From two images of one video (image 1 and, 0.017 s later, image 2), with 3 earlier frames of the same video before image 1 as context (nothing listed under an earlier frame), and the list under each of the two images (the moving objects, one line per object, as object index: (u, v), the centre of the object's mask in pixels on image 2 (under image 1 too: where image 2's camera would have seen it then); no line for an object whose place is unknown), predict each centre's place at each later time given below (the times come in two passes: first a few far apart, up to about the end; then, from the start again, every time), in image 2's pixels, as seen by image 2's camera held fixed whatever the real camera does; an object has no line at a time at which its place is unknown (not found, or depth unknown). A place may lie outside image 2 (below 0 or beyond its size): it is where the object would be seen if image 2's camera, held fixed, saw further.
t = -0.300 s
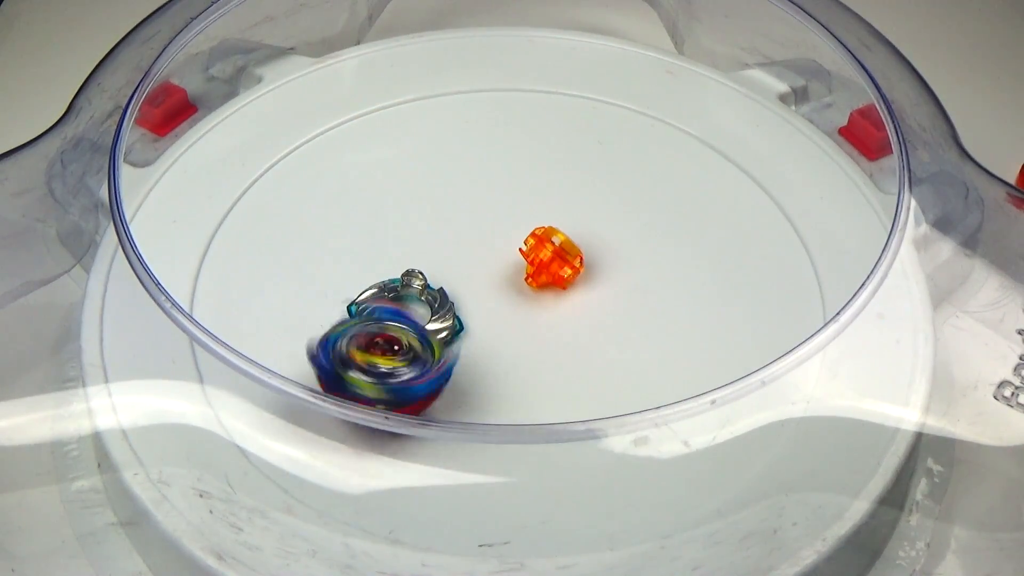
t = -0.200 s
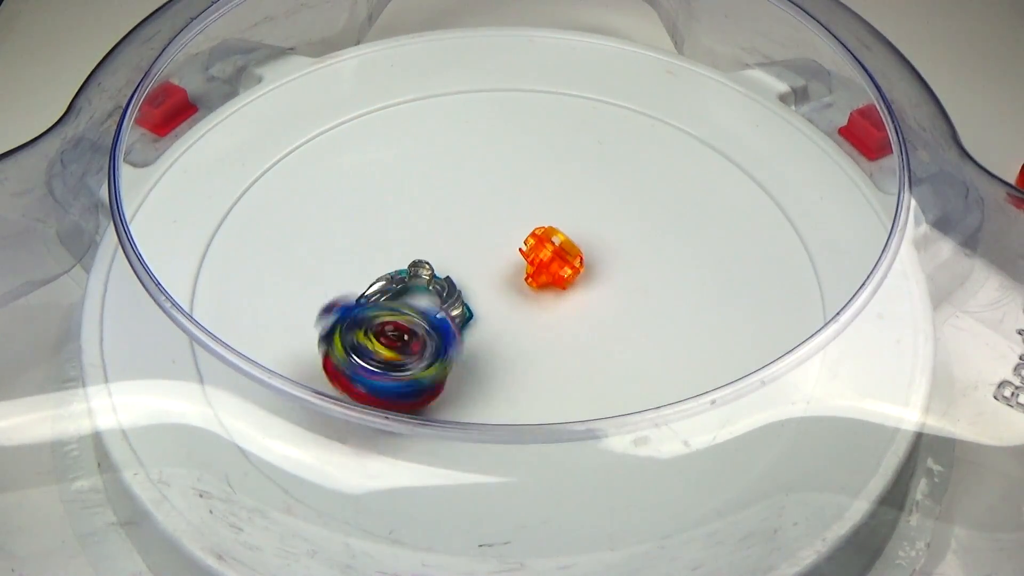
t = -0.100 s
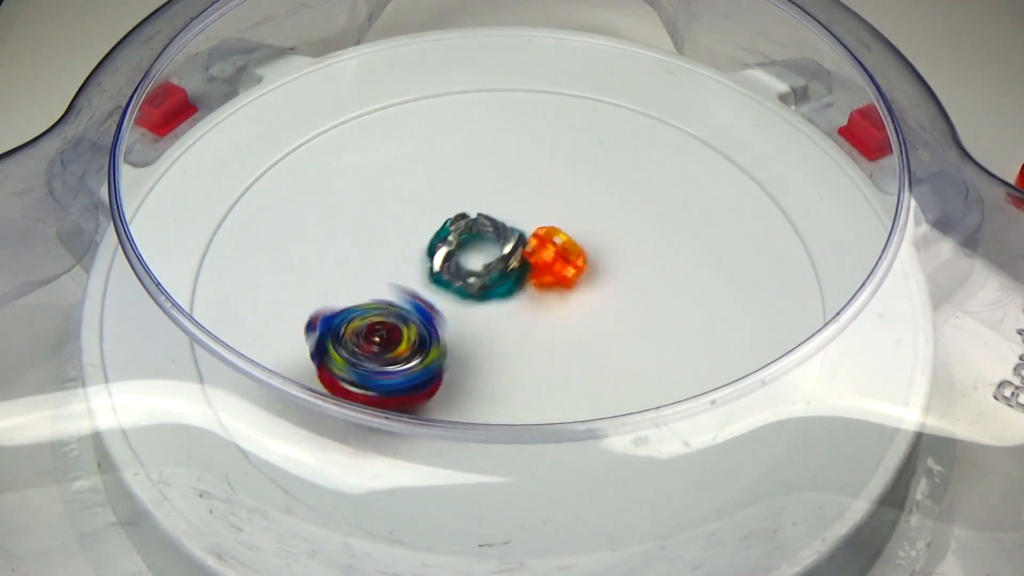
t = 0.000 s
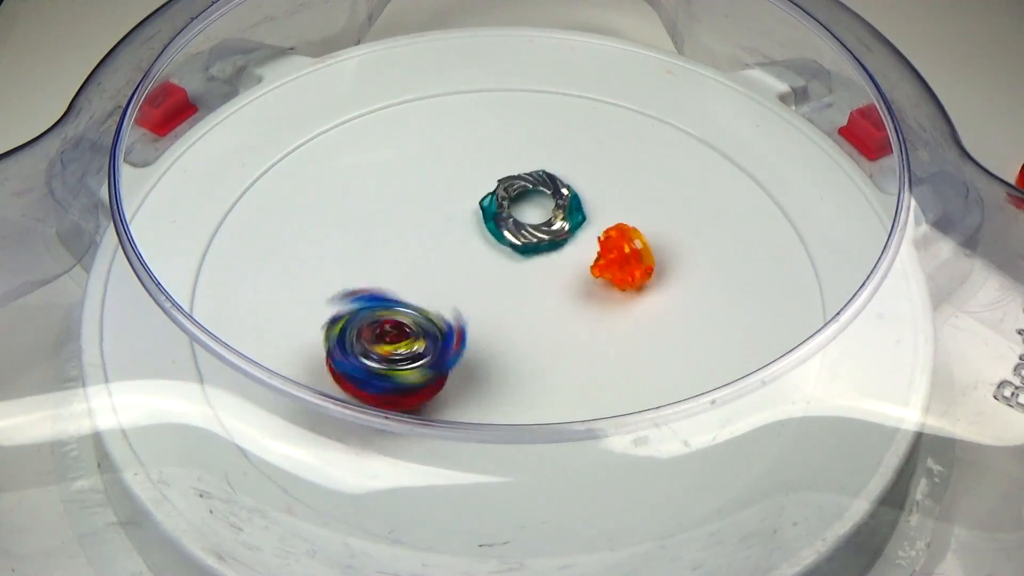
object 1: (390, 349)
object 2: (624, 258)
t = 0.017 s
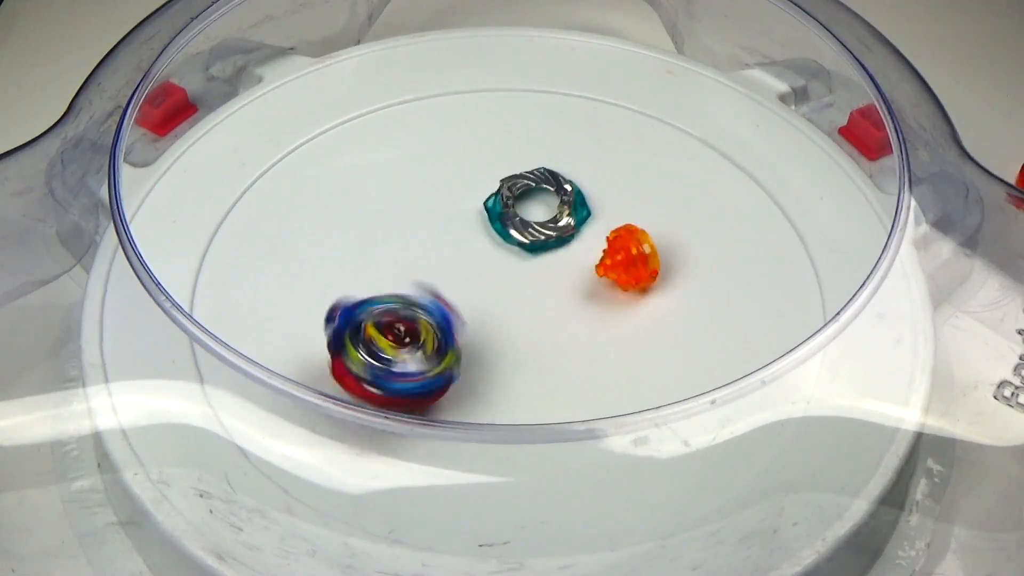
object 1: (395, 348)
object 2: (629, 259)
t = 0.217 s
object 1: (463, 303)
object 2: (619, 290)
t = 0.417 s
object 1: (518, 267)
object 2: (647, 324)
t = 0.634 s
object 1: (570, 230)
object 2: (625, 335)
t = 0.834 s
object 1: (562, 253)
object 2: (571, 356)
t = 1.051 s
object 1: (537, 301)
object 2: (517, 395)
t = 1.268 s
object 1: (545, 310)
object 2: (438, 409)
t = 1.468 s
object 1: (523, 294)
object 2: (456, 364)
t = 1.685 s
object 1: (491, 272)
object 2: (408, 327)
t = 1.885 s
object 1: (478, 265)
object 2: (353, 288)
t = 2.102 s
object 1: (502, 268)
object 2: (341, 235)
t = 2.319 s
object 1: (534, 280)
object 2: (455, 246)
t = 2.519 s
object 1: (544, 299)
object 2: (482, 250)
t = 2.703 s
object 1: (534, 309)
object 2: (477, 253)
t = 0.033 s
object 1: (400, 346)
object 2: (634, 260)
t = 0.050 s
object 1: (403, 343)
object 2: (637, 262)
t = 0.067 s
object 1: (410, 340)
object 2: (640, 264)
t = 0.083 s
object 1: (416, 336)
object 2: (642, 266)
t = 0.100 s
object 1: (422, 332)
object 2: (643, 269)
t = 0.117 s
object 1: (429, 328)
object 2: (642, 272)
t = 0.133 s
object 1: (434, 323)
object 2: (640, 275)
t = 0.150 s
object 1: (441, 319)
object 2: (636, 278)
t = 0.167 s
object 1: (445, 314)
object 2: (633, 281)
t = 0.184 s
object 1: (452, 311)
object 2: (629, 284)
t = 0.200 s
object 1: (457, 306)
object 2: (625, 288)
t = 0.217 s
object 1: (463, 303)
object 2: (619, 290)
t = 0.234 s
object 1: (468, 300)
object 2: (613, 292)
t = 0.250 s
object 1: (472, 296)
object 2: (605, 295)
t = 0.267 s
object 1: (479, 294)
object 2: (598, 297)
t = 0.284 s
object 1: (483, 290)
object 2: (592, 298)
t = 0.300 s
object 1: (490, 289)
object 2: (585, 299)
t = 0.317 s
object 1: (494, 284)
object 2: (587, 301)
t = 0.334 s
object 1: (494, 282)
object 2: (596, 300)
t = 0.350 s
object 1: (500, 278)
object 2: (606, 305)
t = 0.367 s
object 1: (503, 275)
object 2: (617, 307)
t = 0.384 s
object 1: (509, 272)
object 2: (628, 315)
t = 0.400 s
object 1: (511, 270)
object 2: (639, 323)
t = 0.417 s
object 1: (518, 267)
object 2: (647, 324)
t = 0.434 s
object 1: (521, 264)
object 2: (654, 322)
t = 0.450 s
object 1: (528, 262)
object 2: (660, 324)
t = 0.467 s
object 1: (533, 258)
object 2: (665, 330)
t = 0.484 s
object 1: (539, 255)
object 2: (666, 330)
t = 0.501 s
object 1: (544, 253)
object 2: (666, 335)
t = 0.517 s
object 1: (546, 248)
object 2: (664, 336)
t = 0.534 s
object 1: (553, 245)
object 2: (659, 336)
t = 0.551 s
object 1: (555, 242)
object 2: (653, 337)
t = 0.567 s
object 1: (562, 241)
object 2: (648, 337)
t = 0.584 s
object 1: (564, 237)
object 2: (642, 338)
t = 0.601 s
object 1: (568, 234)
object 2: (636, 338)
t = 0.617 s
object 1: (570, 231)
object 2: (631, 337)
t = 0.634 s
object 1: (570, 230)
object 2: (625, 335)
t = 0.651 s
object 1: (571, 229)
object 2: (620, 333)
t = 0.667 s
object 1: (572, 230)
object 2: (615, 332)
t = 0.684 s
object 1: (571, 233)
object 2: (610, 331)
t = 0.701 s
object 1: (570, 234)
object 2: (605, 330)
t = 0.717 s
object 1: (571, 236)
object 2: (600, 329)
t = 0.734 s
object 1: (571, 239)
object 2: (596, 328)
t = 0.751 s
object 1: (570, 240)
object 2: (593, 328)
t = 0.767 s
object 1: (568, 243)
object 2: (590, 327)
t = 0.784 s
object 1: (568, 247)
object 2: (586, 328)
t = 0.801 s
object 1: (566, 250)
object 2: (582, 335)
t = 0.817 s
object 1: (566, 251)
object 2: (577, 345)
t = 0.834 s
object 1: (562, 253)
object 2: (571, 356)
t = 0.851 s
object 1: (559, 255)
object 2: (566, 366)
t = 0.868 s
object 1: (558, 258)
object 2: (561, 376)
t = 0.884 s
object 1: (555, 261)
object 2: (556, 384)
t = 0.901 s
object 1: (552, 265)
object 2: (551, 389)
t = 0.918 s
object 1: (547, 268)
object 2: (546, 394)
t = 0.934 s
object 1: (547, 272)
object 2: (541, 396)
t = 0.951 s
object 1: (543, 276)
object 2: (537, 398)
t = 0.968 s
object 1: (544, 279)
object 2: (532, 399)
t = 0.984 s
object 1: (540, 285)
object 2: (528, 399)
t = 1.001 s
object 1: (540, 288)
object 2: (524, 398)
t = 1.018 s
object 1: (537, 293)
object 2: (521, 397)
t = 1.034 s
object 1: (539, 296)
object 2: (519, 396)
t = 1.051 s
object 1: (537, 301)
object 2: (517, 395)
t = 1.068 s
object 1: (539, 303)
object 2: (516, 393)
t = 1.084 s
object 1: (540, 307)
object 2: (509, 394)
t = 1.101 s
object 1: (542, 309)
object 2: (498, 395)
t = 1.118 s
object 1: (542, 311)
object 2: (488, 400)
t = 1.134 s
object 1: (544, 310)
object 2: (478, 404)
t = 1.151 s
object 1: (546, 311)
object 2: (470, 403)
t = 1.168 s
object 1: (545, 311)
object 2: (463, 404)
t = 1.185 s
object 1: (546, 310)
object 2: (457, 415)
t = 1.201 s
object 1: (545, 311)
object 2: (451, 421)
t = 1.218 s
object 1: (547, 311)
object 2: (447, 420)
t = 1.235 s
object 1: (545, 311)
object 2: (444, 420)
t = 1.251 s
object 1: (545, 310)
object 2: (440, 419)
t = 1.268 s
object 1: (545, 310)
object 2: (438, 409)
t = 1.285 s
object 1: (545, 308)
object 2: (437, 400)
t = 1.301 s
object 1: (546, 308)
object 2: (436, 398)
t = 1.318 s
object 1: (542, 306)
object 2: (435, 397)
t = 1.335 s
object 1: (541, 305)
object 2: (436, 395)
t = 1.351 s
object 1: (540, 304)
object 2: (439, 393)
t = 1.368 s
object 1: (539, 303)
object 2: (442, 390)
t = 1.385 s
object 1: (536, 302)
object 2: (445, 387)
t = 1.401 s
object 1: (534, 299)
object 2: (449, 382)
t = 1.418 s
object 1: (534, 299)
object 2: (452, 377)
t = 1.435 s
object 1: (531, 297)
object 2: (455, 372)
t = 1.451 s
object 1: (528, 296)
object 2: (458, 368)
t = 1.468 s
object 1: (523, 294)
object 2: (456, 364)
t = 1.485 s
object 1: (523, 292)
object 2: (452, 361)
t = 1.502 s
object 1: (520, 289)
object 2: (449, 358)
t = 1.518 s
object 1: (517, 288)
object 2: (446, 357)
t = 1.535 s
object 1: (513, 287)
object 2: (442, 355)
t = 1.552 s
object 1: (508, 285)
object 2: (440, 353)
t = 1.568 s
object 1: (506, 283)
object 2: (438, 349)
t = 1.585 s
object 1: (502, 283)
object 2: (432, 345)
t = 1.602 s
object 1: (503, 280)
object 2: (424, 342)
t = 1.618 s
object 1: (500, 279)
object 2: (418, 339)
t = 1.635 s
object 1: (497, 277)
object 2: (414, 336)
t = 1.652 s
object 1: (496, 275)
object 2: (411, 334)
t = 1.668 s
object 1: (491, 275)
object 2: (410, 330)
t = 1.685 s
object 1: (491, 272)
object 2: (408, 327)
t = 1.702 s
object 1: (486, 272)
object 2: (408, 325)
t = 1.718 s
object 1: (485, 269)
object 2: (403, 323)
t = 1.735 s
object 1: (484, 268)
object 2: (397, 322)
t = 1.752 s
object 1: (481, 268)
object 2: (393, 320)
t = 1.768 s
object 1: (481, 266)
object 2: (389, 317)
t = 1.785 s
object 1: (478, 267)
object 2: (387, 314)
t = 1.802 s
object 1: (477, 266)
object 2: (386, 310)
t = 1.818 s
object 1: (477, 265)
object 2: (387, 309)
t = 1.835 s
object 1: (474, 265)
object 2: (389, 307)
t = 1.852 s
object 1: (476, 265)
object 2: (382, 303)
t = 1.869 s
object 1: (477, 265)
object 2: (366, 295)
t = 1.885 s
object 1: (478, 265)
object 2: (353, 288)
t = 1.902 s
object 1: (482, 264)
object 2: (342, 281)
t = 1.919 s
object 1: (481, 265)
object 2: (332, 276)
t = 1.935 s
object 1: (483, 264)
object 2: (325, 268)
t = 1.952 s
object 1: (484, 265)
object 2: (319, 265)
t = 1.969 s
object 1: (486, 264)
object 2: (316, 259)
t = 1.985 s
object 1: (489, 265)
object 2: (315, 256)
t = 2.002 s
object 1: (491, 266)
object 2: (314, 250)
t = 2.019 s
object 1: (491, 265)
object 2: (317, 247)
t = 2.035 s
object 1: (493, 266)
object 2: (319, 244)
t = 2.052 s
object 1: (494, 267)
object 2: (323, 241)
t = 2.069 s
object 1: (497, 267)
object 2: (328, 237)
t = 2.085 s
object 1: (502, 268)
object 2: (333, 234)
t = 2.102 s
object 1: (502, 268)
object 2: (341, 235)
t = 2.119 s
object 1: (504, 268)
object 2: (349, 235)
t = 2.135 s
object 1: (506, 269)
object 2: (360, 235)
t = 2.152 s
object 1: (507, 269)
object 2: (370, 236)
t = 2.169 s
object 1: (512, 271)
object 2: (382, 237)
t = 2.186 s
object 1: (515, 271)
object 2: (392, 238)
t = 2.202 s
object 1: (516, 272)
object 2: (402, 241)
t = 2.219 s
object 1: (519, 273)
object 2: (414, 245)
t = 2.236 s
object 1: (518, 273)
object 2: (425, 247)
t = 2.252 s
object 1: (520, 275)
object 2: (434, 248)
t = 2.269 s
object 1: (524, 275)
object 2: (443, 252)
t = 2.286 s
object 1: (526, 276)
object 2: (449, 255)
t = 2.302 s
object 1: (530, 277)
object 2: (450, 249)
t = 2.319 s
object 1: (534, 280)
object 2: (455, 246)
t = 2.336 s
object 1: (533, 281)
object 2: (456, 240)
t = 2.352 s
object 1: (536, 283)
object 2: (456, 237)
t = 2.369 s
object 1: (536, 285)
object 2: (462, 236)
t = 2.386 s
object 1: (537, 286)
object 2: (465, 233)
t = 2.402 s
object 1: (542, 287)
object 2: (468, 229)
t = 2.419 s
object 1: (542, 289)
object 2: (473, 232)
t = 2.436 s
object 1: (544, 290)
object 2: (478, 233)
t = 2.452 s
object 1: (547, 292)
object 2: (477, 233)
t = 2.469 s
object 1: (547, 295)
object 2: (481, 238)
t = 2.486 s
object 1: (545, 296)
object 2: (482, 241)
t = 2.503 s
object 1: (547, 297)
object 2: (479, 244)
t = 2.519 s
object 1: (544, 299)
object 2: (482, 250)
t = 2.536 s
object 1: (545, 298)
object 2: (482, 250)
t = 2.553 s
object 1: (547, 299)
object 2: (481, 255)
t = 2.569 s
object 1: (546, 300)
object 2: (482, 258)
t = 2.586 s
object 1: (545, 301)
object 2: (480, 258)
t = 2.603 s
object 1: (545, 302)
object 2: (478, 264)
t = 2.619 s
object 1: (542, 305)
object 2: (480, 263)
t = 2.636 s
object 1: (539, 305)
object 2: (482, 255)
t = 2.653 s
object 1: (538, 308)
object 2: (478, 256)
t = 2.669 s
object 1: (535, 309)
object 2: (479, 257)
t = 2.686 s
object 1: (533, 309)
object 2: (479, 255)
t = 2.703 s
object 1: (534, 309)
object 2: (477, 253)
